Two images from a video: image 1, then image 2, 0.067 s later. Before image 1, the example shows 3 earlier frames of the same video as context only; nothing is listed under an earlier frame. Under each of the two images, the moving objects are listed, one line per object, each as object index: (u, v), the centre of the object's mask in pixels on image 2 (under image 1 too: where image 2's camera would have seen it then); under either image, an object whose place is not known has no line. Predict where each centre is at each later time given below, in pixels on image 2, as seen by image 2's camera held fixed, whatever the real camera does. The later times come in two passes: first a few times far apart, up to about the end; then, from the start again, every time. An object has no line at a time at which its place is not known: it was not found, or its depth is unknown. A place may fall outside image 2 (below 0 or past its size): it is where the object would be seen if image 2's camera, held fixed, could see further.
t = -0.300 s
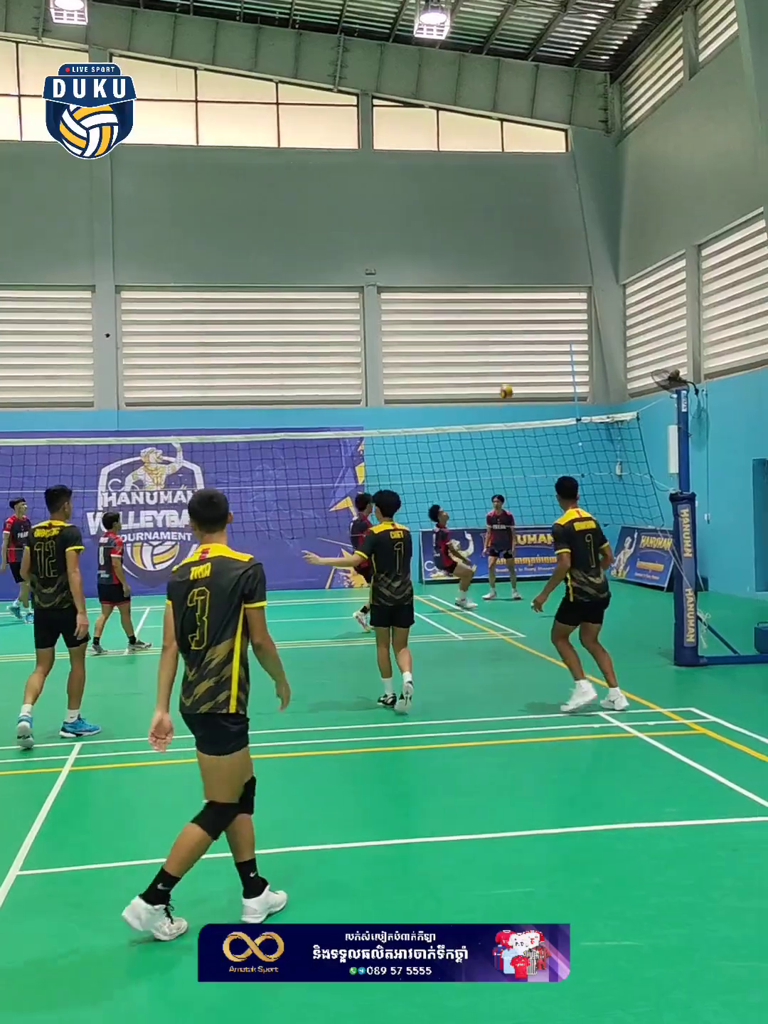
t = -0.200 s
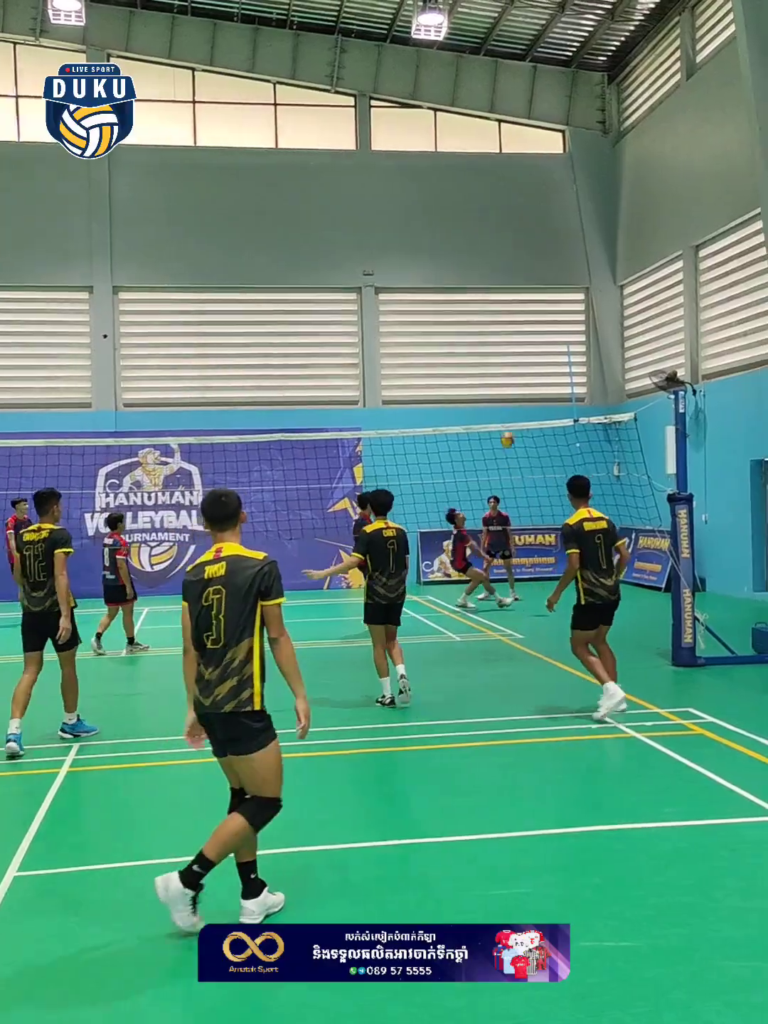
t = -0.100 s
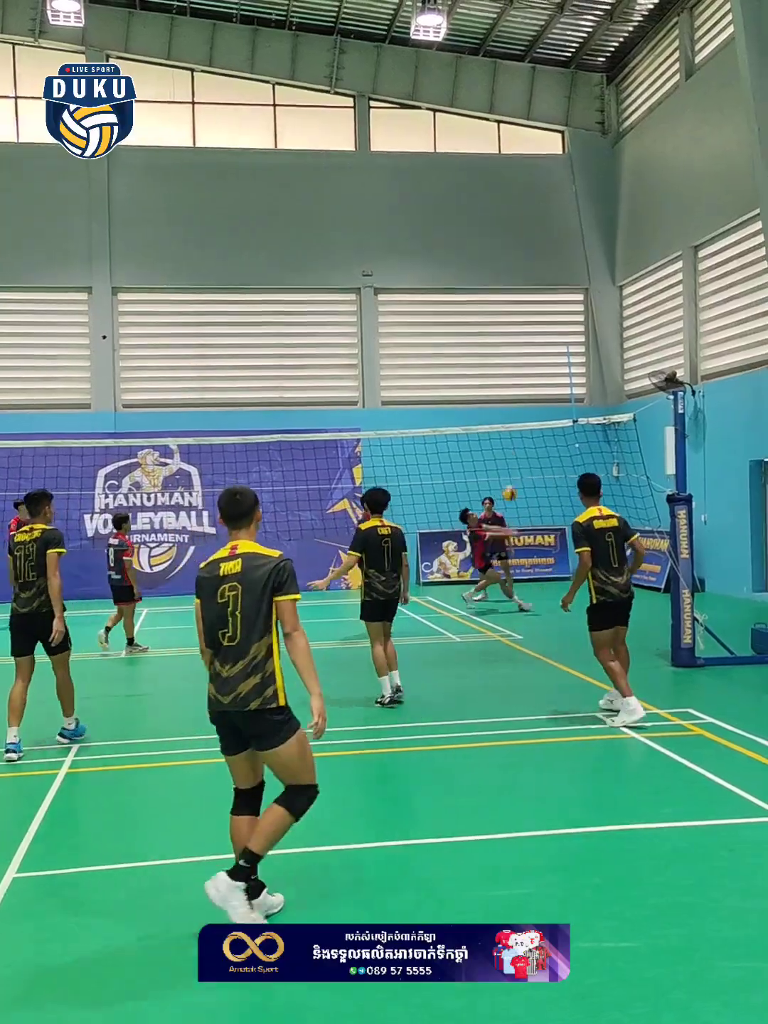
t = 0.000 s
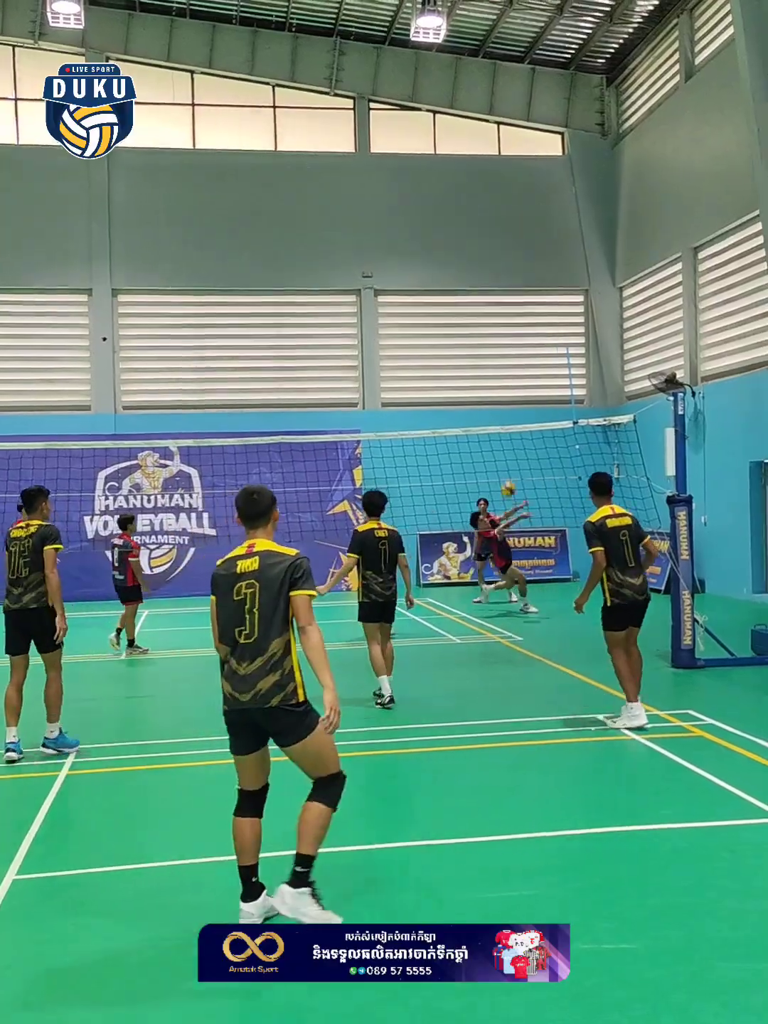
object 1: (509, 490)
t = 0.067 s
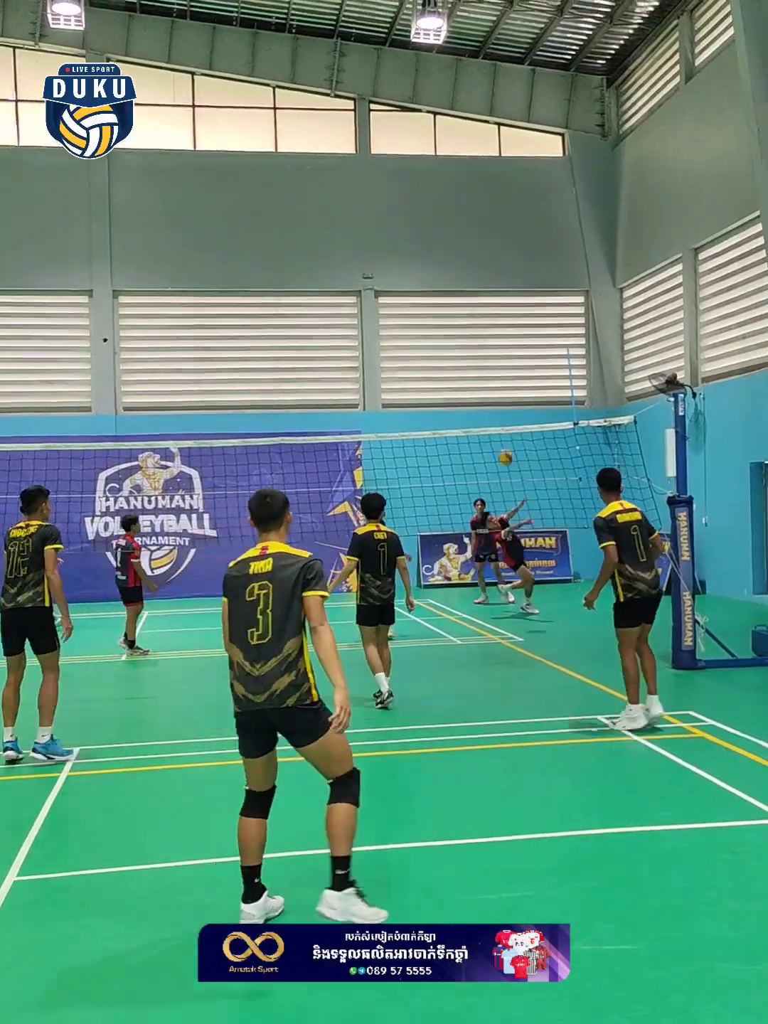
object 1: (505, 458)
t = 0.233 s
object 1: (495, 382)
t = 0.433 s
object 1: (479, 303)
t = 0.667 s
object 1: (456, 240)
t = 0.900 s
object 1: (421, 225)
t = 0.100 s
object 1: (504, 441)
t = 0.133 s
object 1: (501, 423)
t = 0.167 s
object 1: (499, 410)
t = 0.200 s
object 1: (497, 395)
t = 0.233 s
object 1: (495, 382)
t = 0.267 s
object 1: (493, 367)
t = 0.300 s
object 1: (490, 354)
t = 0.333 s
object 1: (488, 341)
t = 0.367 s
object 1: (485, 328)
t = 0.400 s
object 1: (482, 315)
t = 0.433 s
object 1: (479, 303)
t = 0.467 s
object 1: (476, 292)
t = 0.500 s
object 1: (473, 281)
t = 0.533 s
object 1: (471, 272)
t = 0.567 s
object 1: (467, 262)
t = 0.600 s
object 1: (463, 254)
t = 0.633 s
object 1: (459, 247)
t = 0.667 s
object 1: (456, 240)
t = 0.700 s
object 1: (451, 235)
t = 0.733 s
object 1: (447, 231)
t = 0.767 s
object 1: (442, 227)
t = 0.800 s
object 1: (437, 225)
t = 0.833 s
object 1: (432, 223)
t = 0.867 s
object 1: (426, 224)
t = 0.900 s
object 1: (421, 225)
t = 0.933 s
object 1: (414, 228)
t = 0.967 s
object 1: (408, 233)
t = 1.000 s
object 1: (400, 240)
